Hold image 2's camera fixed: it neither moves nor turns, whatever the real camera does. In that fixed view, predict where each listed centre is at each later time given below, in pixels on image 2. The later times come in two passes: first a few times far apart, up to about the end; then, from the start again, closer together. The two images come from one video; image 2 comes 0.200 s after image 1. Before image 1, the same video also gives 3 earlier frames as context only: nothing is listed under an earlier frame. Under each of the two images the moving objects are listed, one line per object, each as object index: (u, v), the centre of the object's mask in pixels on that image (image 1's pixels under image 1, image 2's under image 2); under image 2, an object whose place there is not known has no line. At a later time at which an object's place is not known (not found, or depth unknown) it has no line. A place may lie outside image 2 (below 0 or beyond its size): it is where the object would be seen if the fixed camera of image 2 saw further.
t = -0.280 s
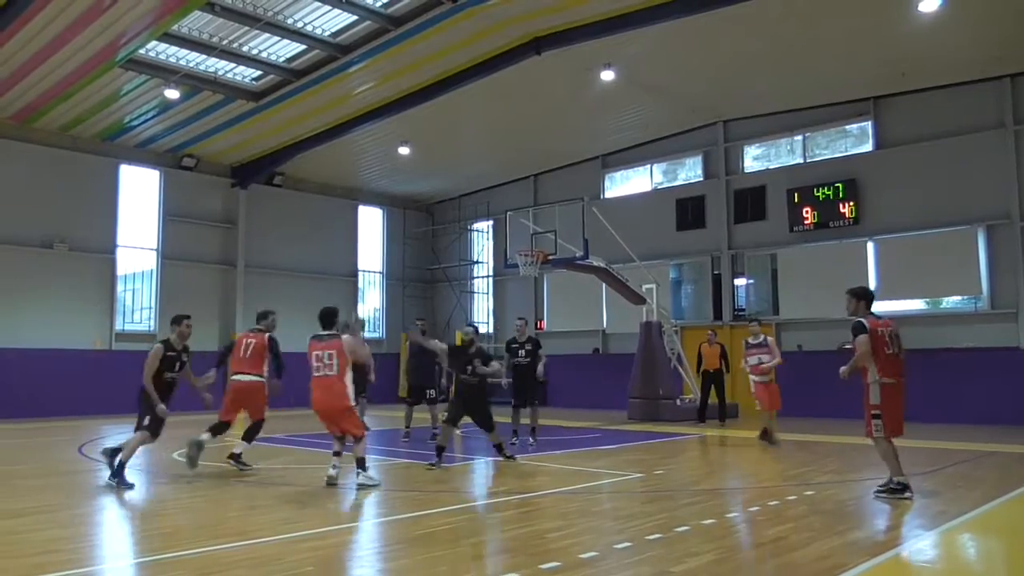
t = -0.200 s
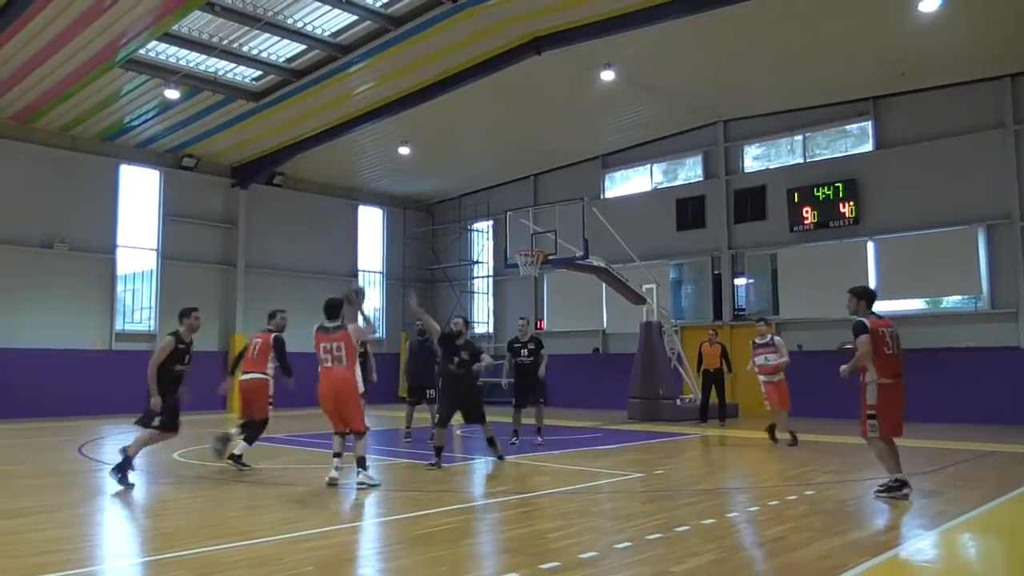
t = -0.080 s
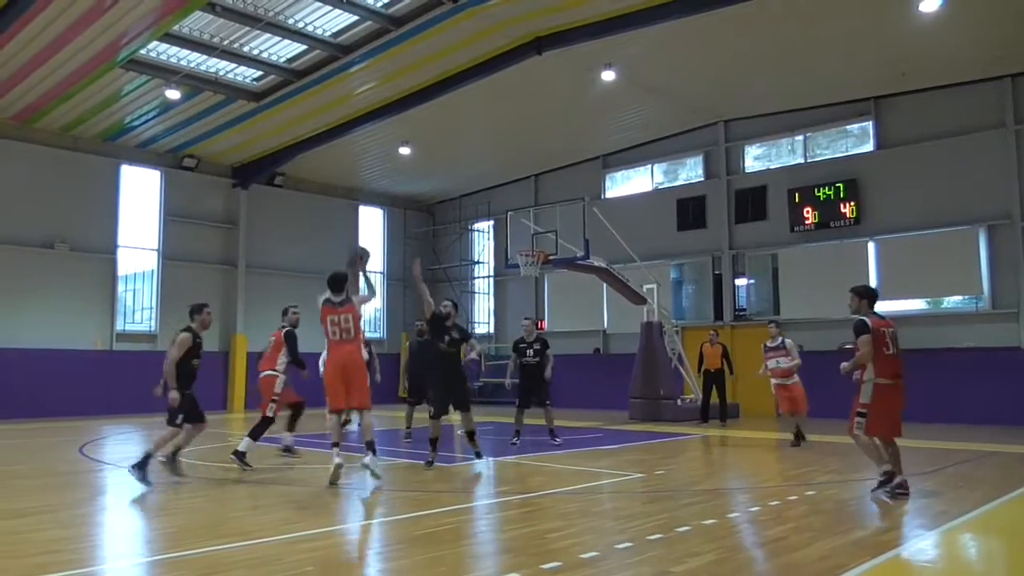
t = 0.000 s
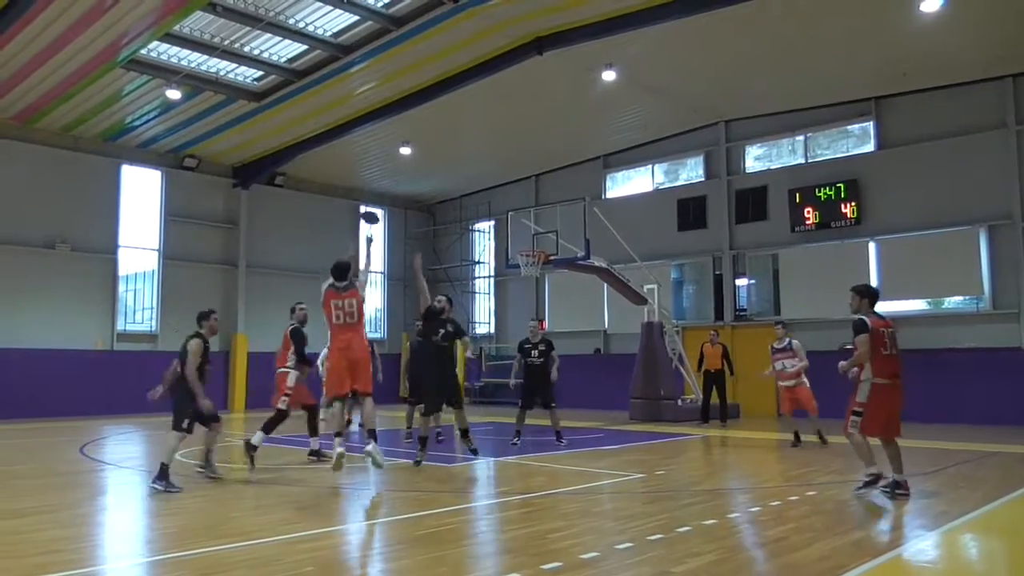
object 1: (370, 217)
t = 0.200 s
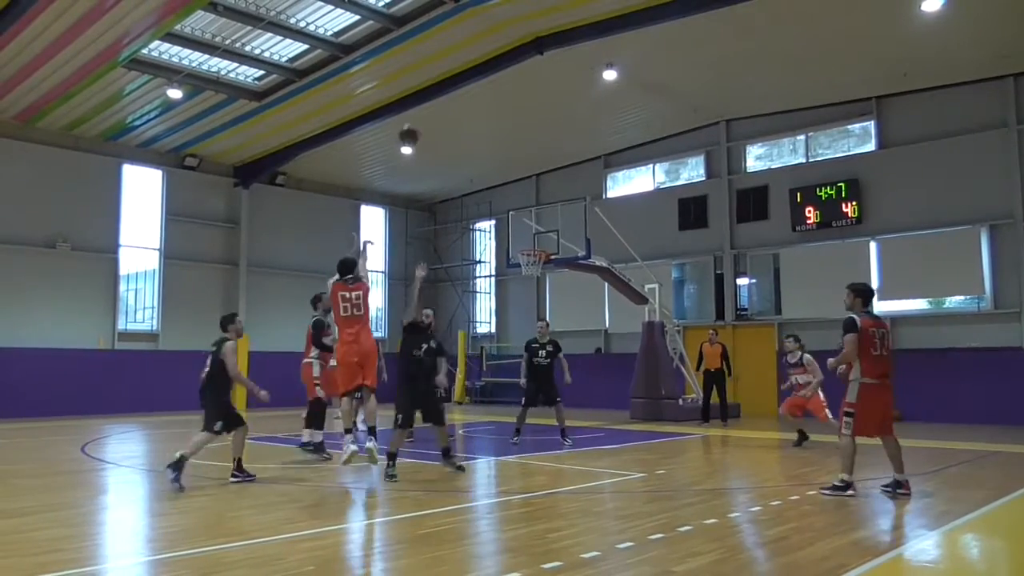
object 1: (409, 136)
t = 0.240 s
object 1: (415, 126)
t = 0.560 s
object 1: (459, 96)
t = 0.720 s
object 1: (477, 108)
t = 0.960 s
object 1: (501, 154)
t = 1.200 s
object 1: (521, 224)
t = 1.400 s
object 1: (536, 266)
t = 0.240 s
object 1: (415, 126)
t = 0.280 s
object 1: (421, 117)
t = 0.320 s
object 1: (427, 110)
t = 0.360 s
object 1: (432, 104)
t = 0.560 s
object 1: (459, 96)
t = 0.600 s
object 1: (464, 98)
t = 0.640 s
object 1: (468, 100)
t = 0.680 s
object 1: (473, 104)
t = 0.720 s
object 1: (477, 108)
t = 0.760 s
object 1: (481, 114)
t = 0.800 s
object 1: (485, 120)
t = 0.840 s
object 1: (489, 128)
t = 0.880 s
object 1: (493, 136)
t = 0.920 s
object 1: (497, 144)
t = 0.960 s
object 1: (501, 154)
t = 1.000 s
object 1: (505, 164)
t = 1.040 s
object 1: (508, 175)
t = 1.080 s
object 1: (511, 186)
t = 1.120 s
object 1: (515, 199)
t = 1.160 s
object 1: (517, 212)
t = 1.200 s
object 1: (521, 224)
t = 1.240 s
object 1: (524, 238)
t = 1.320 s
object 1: (527, 253)
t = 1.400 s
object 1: (536, 266)
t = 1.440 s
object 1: (536, 269)
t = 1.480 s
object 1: (536, 275)
